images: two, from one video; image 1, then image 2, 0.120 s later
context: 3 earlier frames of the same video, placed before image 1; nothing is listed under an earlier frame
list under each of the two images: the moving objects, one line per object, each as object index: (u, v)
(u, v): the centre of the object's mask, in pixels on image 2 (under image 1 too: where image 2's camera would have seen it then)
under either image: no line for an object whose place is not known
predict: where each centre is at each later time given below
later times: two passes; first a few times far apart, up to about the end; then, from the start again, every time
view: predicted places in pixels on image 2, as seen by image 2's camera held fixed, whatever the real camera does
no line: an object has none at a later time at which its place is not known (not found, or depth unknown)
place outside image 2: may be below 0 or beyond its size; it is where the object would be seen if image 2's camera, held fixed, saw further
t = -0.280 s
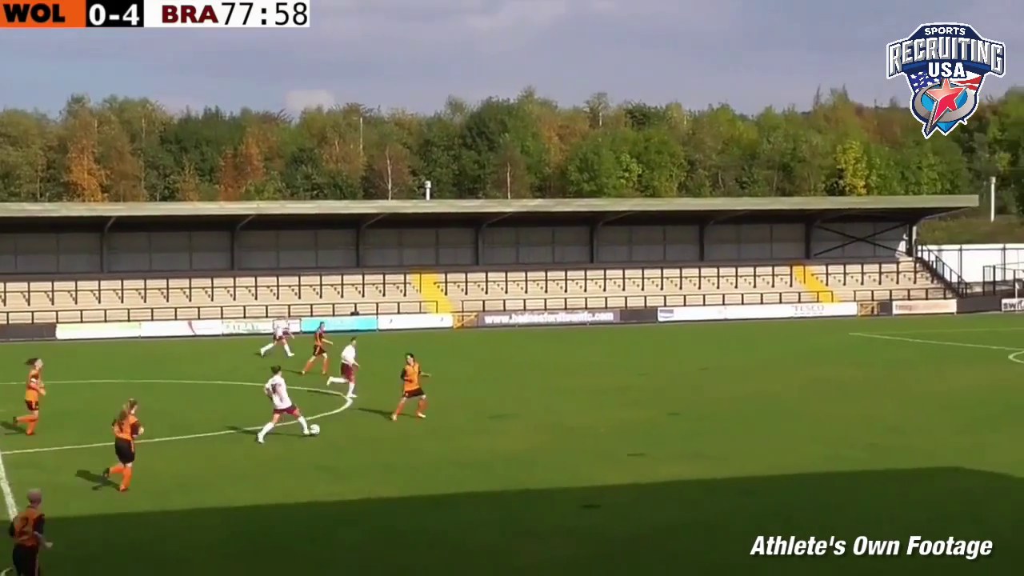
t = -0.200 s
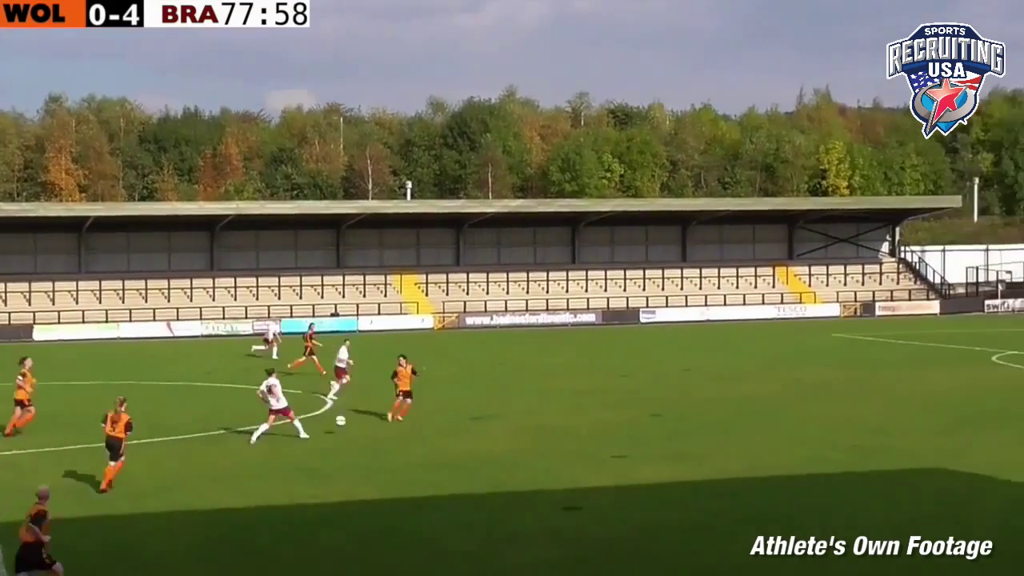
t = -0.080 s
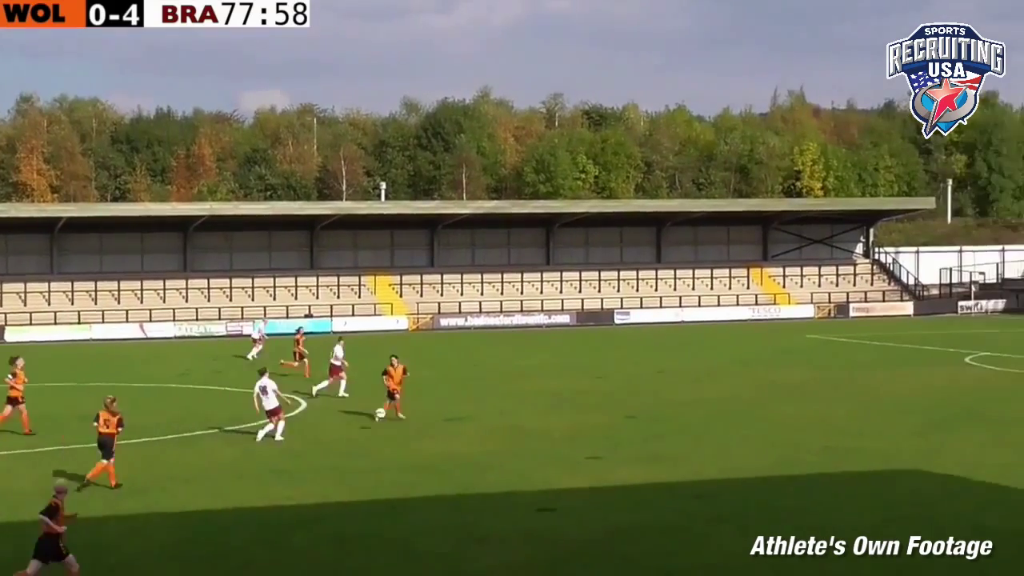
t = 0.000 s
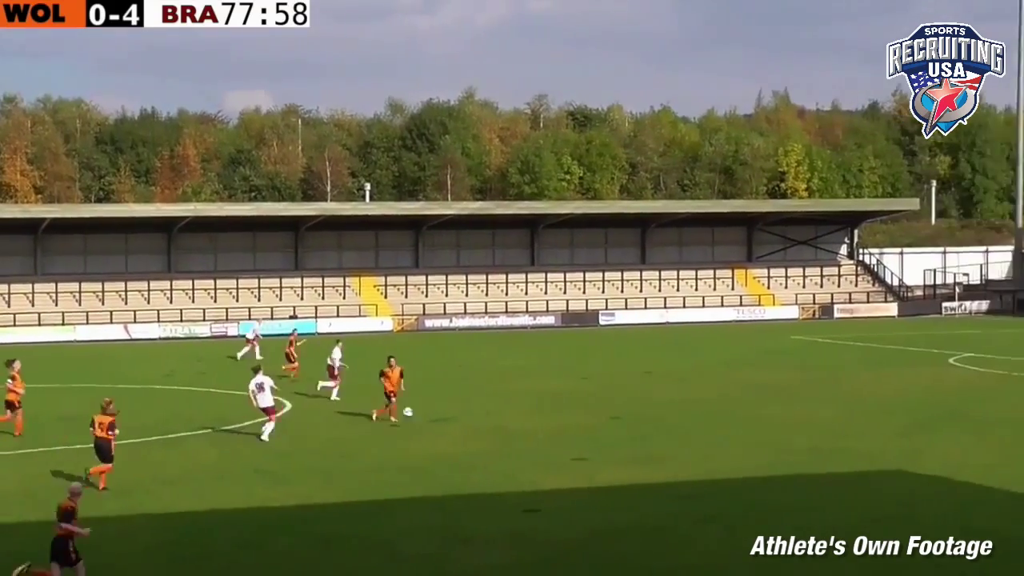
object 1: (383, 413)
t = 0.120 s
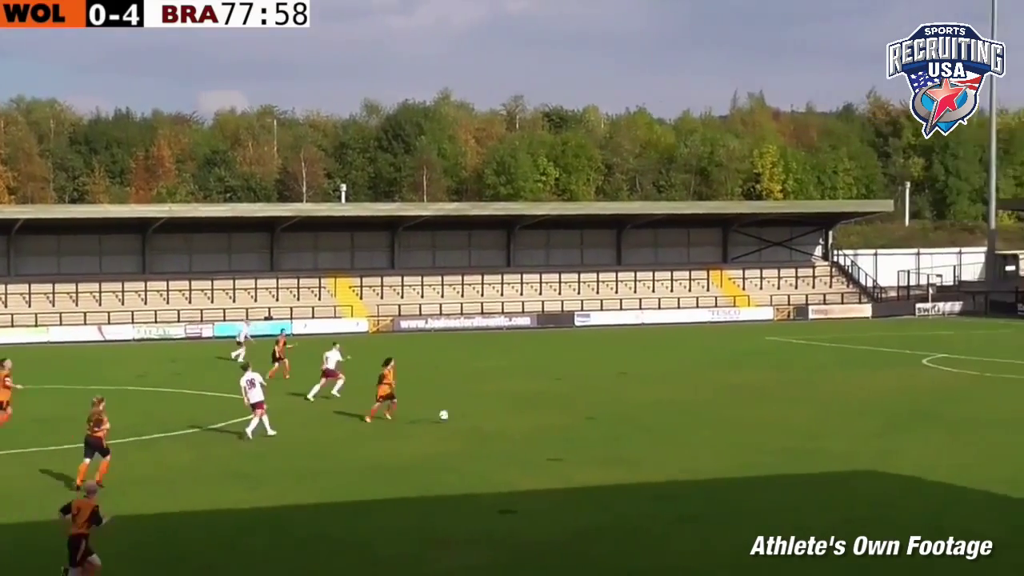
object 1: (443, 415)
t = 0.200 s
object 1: (479, 416)
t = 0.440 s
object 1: (560, 405)
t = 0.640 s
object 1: (617, 404)
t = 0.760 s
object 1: (645, 403)
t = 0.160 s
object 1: (463, 417)
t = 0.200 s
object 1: (479, 416)
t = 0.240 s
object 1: (493, 412)
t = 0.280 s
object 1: (507, 409)
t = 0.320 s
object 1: (520, 407)
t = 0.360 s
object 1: (534, 405)
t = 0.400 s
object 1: (547, 405)
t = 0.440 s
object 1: (560, 405)
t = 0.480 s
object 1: (573, 406)
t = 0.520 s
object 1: (586, 408)
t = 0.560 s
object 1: (597, 407)
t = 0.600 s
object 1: (607, 405)
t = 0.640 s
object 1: (617, 404)
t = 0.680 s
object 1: (627, 404)
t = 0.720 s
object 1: (636, 404)
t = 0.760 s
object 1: (645, 403)
